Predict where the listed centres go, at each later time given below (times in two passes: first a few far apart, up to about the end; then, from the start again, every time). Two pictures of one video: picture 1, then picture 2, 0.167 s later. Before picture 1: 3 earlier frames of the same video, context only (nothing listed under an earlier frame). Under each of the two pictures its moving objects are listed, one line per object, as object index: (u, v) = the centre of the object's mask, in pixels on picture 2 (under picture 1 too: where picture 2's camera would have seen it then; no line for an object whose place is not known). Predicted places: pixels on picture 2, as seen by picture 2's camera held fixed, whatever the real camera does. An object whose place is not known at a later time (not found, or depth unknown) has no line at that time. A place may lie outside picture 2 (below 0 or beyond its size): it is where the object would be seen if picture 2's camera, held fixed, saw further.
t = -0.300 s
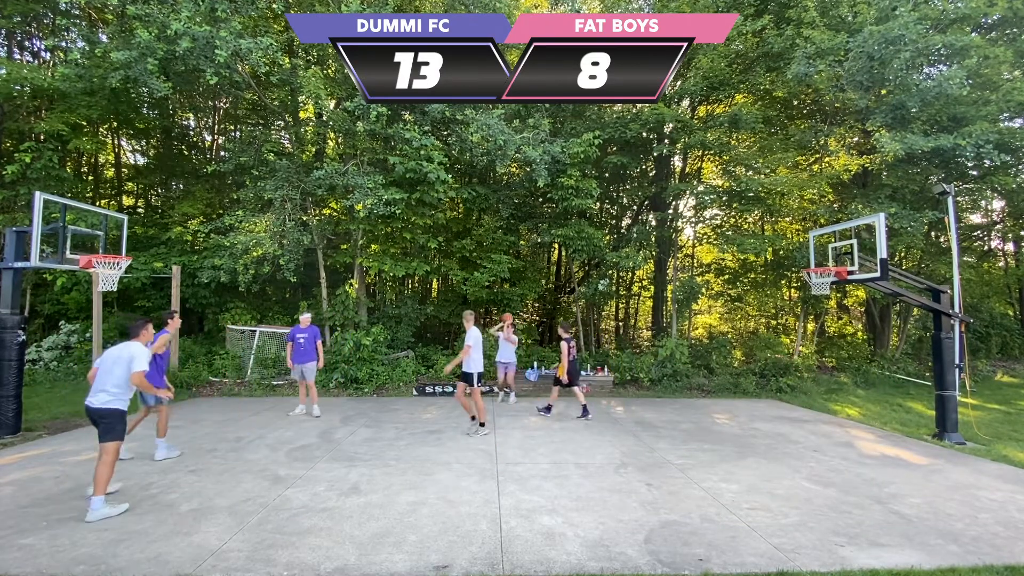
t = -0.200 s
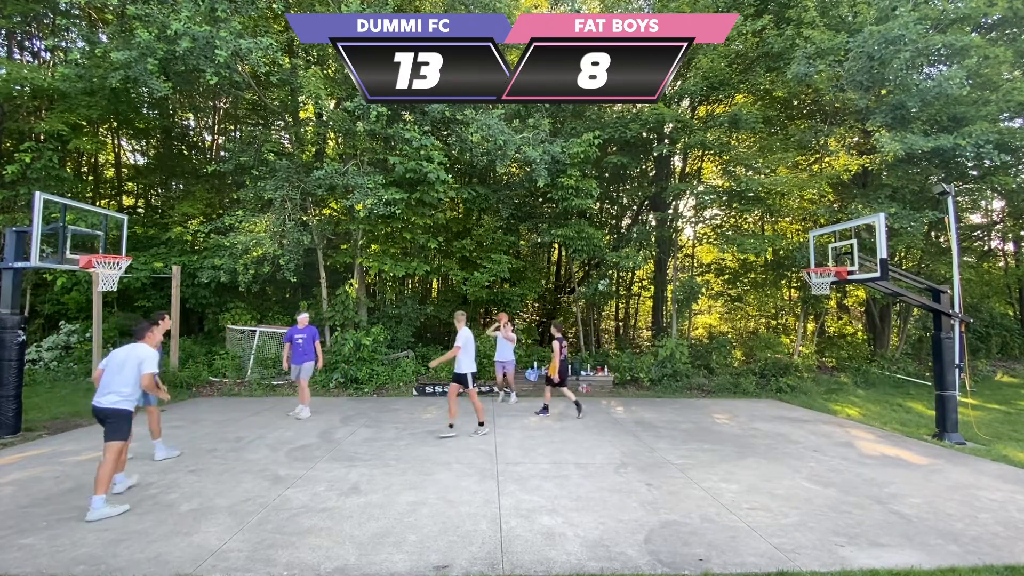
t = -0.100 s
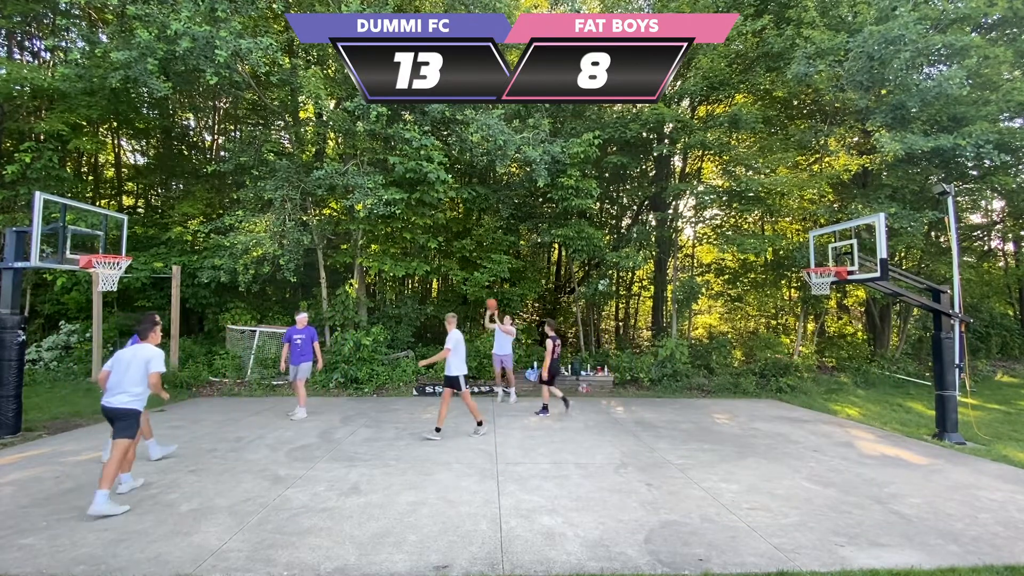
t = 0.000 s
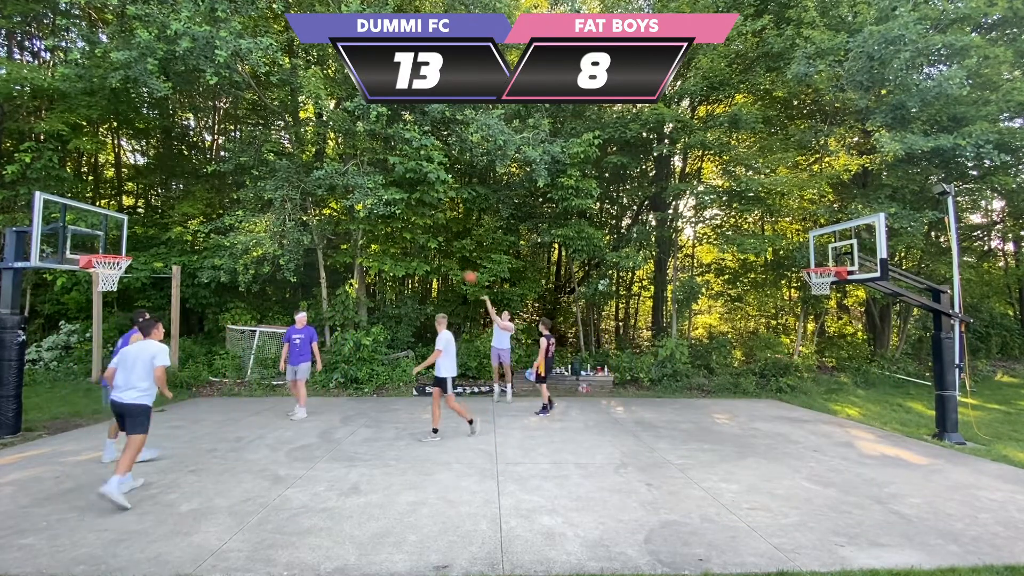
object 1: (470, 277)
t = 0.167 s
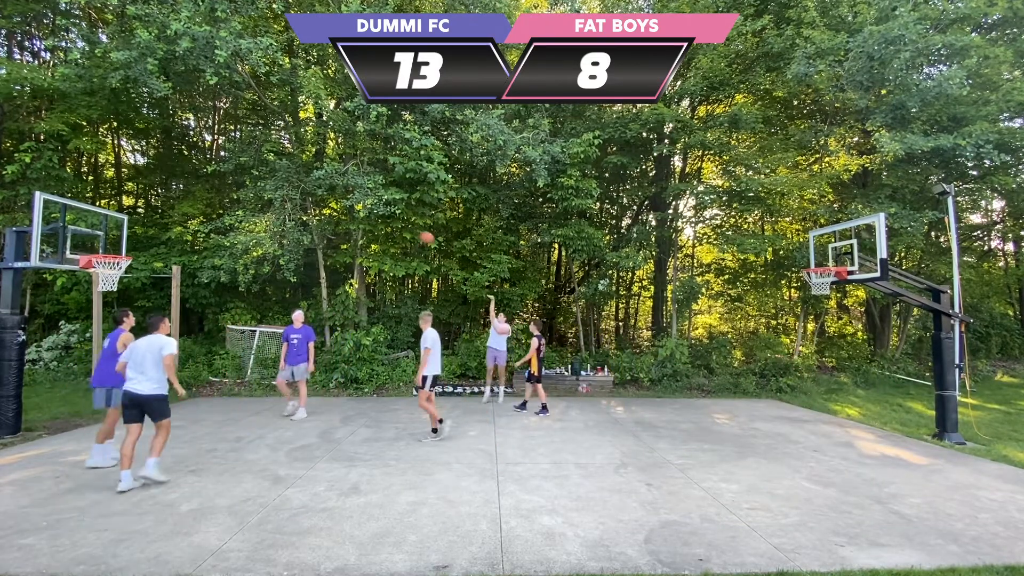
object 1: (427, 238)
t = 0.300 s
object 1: (390, 214)
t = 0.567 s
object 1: (306, 191)
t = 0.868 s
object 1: (194, 214)
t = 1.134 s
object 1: (102, 239)
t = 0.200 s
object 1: (418, 232)
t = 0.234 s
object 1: (408, 224)
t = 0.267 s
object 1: (399, 220)
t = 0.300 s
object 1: (390, 214)
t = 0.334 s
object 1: (380, 210)
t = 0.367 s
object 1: (370, 205)
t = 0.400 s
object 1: (360, 202)
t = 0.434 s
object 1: (350, 198)
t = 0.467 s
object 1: (339, 196)
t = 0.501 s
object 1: (328, 194)
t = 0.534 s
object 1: (317, 193)
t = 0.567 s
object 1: (306, 191)
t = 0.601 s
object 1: (294, 191)
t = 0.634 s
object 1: (283, 192)
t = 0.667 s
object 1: (271, 193)
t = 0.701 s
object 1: (259, 194)
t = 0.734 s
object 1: (247, 197)
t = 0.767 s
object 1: (234, 200)
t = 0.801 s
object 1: (220, 204)
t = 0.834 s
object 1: (208, 209)
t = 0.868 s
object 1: (194, 214)
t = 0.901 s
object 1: (180, 220)
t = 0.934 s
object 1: (165, 227)
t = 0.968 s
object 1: (151, 235)
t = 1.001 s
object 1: (138, 243)
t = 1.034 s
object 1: (124, 250)
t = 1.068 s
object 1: (116, 246)
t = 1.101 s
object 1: (110, 242)
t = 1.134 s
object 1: (102, 239)
